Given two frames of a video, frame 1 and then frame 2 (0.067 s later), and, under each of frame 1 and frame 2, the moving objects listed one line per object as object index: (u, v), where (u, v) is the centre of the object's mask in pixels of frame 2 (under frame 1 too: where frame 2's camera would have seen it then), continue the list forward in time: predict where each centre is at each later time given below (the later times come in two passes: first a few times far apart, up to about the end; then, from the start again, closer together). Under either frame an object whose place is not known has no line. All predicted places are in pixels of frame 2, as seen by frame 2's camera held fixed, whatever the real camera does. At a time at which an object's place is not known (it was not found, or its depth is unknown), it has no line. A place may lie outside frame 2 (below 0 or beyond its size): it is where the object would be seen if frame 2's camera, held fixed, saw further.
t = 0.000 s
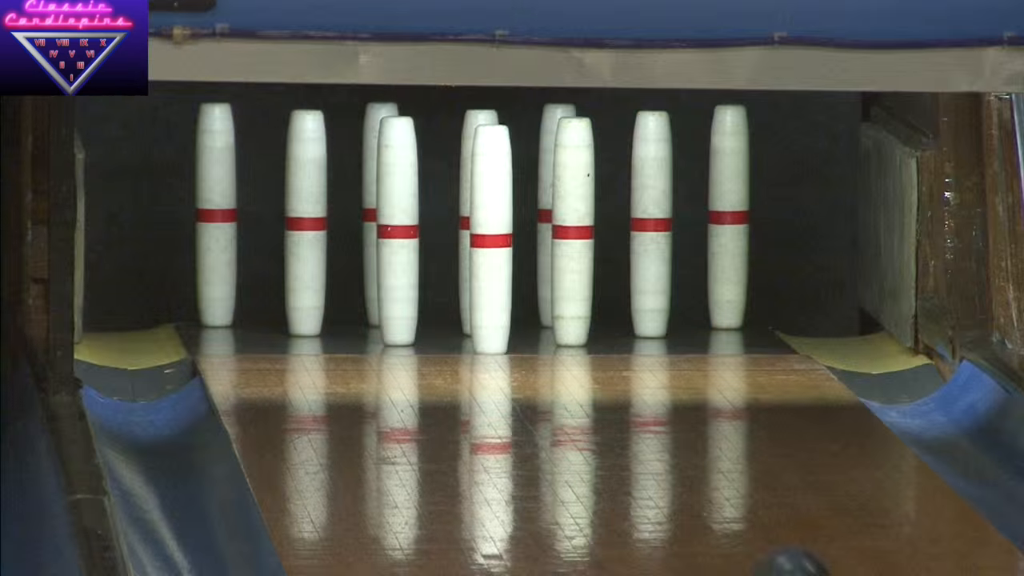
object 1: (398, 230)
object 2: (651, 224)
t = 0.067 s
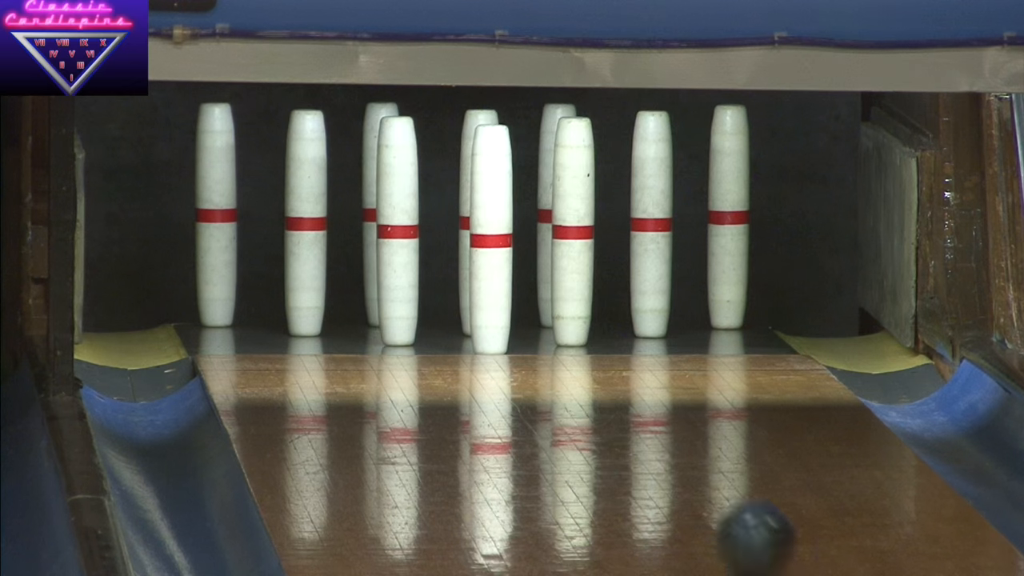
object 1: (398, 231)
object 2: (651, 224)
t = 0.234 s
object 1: (397, 231)
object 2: (651, 224)
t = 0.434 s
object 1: (398, 231)
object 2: (651, 223)
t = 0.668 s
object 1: (397, 231)
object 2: (706, 239)
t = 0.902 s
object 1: (397, 231)
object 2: (748, 306)
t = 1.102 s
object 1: (398, 231)
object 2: (726, 312)
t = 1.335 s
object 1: (403, 231)
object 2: (716, 312)
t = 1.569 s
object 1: (401, 230)
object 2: (709, 313)
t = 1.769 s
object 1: (387, 234)
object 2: (703, 312)
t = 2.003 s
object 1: (352, 277)
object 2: (696, 311)
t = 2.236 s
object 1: (371, 320)
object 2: (693, 310)
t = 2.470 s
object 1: (381, 326)
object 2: (692, 310)
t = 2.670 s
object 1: (387, 329)
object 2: (692, 310)
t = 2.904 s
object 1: (394, 332)
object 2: (692, 310)
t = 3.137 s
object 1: (402, 333)
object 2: (693, 310)
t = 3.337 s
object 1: (412, 334)
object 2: (694, 311)
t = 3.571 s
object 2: (695, 311)
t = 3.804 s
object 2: (695, 311)
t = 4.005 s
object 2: (696, 311)
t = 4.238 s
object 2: (697, 311)
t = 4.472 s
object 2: (698, 312)
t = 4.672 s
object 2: (698, 311)
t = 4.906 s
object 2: (698, 312)
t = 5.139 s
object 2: (697, 311)
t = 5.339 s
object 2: (696, 311)
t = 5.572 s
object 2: (696, 311)
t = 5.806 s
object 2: (697, 312)
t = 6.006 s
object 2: (697, 312)
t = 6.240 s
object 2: (697, 312)
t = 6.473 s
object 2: (697, 312)
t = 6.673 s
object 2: (697, 311)
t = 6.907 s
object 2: (697, 312)
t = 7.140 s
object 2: (697, 312)
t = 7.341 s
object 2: (697, 312)
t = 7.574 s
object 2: (697, 311)
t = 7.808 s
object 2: (697, 312)
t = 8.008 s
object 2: (697, 312)
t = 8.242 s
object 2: (697, 312)
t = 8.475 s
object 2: (697, 312)
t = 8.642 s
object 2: (697, 312)
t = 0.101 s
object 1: (398, 231)
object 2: (651, 224)
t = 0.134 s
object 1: (398, 231)
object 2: (651, 224)
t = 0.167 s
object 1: (398, 231)
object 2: (651, 224)
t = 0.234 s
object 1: (397, 231)
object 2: (651, 224)
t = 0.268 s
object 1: (398, 231)
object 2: (651, 224)
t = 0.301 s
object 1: (397, 231)
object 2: (651, 224)
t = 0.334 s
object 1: (398, 231)
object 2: (651, 224)
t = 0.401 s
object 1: (398, 231)
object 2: (651, 223)
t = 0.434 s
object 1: (398, 231)
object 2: (651, 223)
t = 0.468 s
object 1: (398, 231)
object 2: (651, 224)
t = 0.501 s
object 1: (397, 231)
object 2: (651, 224)
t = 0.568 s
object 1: (397, 231)
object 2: (655, 230)
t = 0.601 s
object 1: (397, 230)
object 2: (674, 226)
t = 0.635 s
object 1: (398, 231)
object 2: (693, 229)
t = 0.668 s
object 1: (397, 231)
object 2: (706, 239)
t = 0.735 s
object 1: (398, 231)
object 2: (747, 283)
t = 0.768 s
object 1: (398, 231)
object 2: (769, 287)
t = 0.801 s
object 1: (398, 231)
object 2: (775, 295)
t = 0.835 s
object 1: (398, 231)
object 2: (764, 294)
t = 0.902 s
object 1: (397, 231)
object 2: (748, 306)
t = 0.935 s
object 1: (397, 231)
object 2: (742, 314)
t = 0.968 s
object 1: (398, 231)
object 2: (741, 311)
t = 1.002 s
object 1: (398, 231)
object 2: (737, 308)
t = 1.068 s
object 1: (398, 231)
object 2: (730, 314)
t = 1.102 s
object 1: (398, 231)
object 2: (726, 312)
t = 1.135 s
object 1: (398, 231)
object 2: (725, 310)
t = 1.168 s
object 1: (398, 230)
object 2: (724, 311)
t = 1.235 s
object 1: (398, 231)
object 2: (721, 312)
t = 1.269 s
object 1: (399, 231)
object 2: (719, 311)
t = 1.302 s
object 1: (401, 230)
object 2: (718, 314)
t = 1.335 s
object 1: (403, 231)
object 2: (716, 312)
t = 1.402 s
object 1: (404, 231)
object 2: (715, 313)
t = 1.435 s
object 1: (404, 230)
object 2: (713, 313)
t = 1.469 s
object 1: (403, 231)
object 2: (712, 313)
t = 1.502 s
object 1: (403, 231)
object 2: (711, 313)
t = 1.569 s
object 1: (401, 230)
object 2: (709, 313)
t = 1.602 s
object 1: (400, 231)
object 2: (708, 313)
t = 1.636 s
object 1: (398, 231)
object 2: (707, 313)
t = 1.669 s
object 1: (396, 232)
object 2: (706, 312)
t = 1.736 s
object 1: (390, 233)
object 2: (704, 312)
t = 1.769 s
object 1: (387, 234)
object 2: (703, 312)
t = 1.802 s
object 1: (383, 234)
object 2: (702, 312)
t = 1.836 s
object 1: (378, 236)
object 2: (701, 312)
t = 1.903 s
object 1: (365, 244)
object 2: (699, 311)
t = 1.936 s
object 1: (358, 253)
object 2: (698, 311)
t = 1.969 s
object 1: (352, 267)
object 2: (696, 311)
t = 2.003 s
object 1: (352, 277)
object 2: (696, 311)
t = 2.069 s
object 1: (360, 292)
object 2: (695, 311)
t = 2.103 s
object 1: (363, 299)
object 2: (694, 311)
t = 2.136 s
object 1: (363, 310)
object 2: (694, 311)
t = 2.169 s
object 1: (369, 326)
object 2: (694, 311)
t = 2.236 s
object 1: (371, 320)
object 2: (693, 310)
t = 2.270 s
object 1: (372, 321)
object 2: (693, 310)
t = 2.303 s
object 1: (375, 326)
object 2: (692, 310)
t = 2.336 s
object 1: (373, 323)
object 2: (692, 310)
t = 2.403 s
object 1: (377, 323)
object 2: (692, 310)
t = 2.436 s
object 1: (381, 329)
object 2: (692, 310)
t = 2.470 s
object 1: (381, 326)
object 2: (692, 310)
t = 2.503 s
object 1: (382, 326)
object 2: (692, 310)
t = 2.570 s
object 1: (383, 327)
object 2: (692, 310)
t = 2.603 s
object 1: (384, 327)
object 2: (691, 310)
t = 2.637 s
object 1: (386, 330)
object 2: (691, 310)
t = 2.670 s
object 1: (387, 329)
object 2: (692, 310)
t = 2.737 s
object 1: (389, 329)
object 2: (692, 310)
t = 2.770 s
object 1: (390, 330)
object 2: (692, 310)
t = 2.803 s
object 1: (391, 331)
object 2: (692, 310)
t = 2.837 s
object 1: (392, 331)
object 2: (692, 310)
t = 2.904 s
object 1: (394, 332)
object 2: (692, 310)
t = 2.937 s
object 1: (395, 332)
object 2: (692, 310)
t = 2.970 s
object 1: (395, 332)
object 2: (693, 310)
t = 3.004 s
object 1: (397, 333)
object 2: (693, 310)
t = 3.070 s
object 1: (399, 333)
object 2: (693, 310)
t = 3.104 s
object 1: (400, 333)
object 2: (693, 310)
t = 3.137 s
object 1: (402, 333)
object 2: (693, 310)
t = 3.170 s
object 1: (403, 334)
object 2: (693, 311)
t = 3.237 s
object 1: (406, 334)
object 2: (693, 311)
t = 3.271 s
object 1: (408, 334)
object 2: (693, 311)
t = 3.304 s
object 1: (410, 334)
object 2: (694, 311)
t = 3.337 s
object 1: (412, 334)
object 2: (694, 311)
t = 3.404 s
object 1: (415, 334)
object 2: (694, 311)
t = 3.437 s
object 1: (416, 334)
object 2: (694, 311)
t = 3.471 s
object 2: (694, 311)
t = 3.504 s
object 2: (694, 311)
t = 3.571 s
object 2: (695, 311)
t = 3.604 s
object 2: (695, 311)
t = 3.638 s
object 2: (695, 311)
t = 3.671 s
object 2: (695, 311)
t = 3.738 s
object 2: (695, 311)
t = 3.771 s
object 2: (695, 311)
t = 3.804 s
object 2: (695, 311)
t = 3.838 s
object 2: (696, 311)
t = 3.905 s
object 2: (696, 311)
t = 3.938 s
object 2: (696, 311)
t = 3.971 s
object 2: (696, 311)
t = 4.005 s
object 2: (696, 311)
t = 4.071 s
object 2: (696, 311)
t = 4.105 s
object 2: (696, 311)
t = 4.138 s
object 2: (696, 311)
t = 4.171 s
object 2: (697, 311)
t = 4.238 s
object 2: (697, 311)
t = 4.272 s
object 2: (697, 311)
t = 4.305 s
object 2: (697, 311)
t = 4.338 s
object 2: (697, 311)
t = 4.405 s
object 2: (698, 311)
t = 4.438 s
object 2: (698, 312)
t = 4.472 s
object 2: (698, 312)
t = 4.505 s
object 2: (698, 312)
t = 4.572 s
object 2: (698, 312)
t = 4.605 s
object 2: (698, 311)
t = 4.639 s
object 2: (698, 311)
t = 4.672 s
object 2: (698, 311)
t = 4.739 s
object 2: (698, 311)
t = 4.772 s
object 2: (698, 312)
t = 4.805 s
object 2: (698, 312)
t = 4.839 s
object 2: (698, 312)
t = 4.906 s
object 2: (698, 312)
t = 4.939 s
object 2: (698, 312)
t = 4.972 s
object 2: (698, 312)
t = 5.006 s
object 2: (697, 312)
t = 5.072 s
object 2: (697, 311)
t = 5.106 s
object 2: (697, 312)
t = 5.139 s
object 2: (697, 311)
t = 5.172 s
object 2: (697, 311)
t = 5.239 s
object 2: (697, 311)
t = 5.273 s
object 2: (696, 311)
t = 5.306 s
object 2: (696, 311)
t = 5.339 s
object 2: (696, 311)
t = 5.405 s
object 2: (696, 311)
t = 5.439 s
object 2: (696, 311)
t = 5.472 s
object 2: (696, 311)
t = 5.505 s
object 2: (696, 311)
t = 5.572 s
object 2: (696, 311)
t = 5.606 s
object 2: (696, 311)
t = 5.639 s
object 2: (696, 311)
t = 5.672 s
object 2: (696, 311)
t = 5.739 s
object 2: (697, 312)
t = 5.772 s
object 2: (697, 312)
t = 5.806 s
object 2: (697, 312)
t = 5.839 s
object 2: (697, 312)
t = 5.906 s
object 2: (697, 312)
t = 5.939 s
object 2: (697, 312)
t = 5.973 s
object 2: (697, 312)
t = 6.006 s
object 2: (697, 312)
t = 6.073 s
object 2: (697, 312)
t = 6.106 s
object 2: (697, 312)
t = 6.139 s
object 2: (697, 312)
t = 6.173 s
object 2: (697, 312)
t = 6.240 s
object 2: (697, 312)
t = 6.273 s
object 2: (697, 312)
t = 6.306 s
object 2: (697, 312)
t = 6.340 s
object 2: (697, 312)
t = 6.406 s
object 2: (697, 312)
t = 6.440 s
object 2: (697, 312)
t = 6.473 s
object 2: (697, 312)
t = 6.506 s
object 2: (697, 311)
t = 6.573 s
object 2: (697, 311)
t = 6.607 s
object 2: (697, 311)
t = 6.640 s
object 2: (697, 311)
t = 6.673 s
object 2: (697, 311)
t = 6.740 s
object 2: (697, 312)
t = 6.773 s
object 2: (697, 312)
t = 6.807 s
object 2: (698, 312)
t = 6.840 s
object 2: (697, 312)
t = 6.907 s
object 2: (697, 312)
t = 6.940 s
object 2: (697, 312)
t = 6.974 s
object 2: (697, 312)
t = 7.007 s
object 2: (697, 312)
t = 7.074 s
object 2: (697, 312)
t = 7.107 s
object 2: (697, 312)
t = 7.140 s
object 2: (697, 312)
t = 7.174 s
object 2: (697, 312)
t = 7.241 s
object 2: (698, 312)
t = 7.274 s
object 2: (698, 312)
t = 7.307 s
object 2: (698, 312)
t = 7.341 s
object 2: (697, 312)
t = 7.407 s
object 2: (697, 312)
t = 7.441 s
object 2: (697, 312)
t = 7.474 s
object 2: (697, 312)
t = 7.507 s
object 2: (697, 312)
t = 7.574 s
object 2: (697, 311)
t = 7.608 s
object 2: (697, 311)
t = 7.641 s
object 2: (697, 312)
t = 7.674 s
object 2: (697, 312)
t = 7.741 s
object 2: (697, 312)
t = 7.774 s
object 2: (697, 312)
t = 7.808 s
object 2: (697, 312)
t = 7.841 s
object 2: (697, 312)
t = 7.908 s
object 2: (697, 312)
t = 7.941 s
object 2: (697, 311)
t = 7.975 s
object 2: (697, 312)
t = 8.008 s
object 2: (697, 312)
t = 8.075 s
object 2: (697, 312)
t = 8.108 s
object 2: (697, 312)
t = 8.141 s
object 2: (697, 312)
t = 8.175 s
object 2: (697, 312)
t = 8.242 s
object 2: (697, 312)
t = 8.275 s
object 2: (697, 312)
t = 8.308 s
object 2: (697, 312)
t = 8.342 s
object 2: (698, 312)
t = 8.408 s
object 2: (697, 312)
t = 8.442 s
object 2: (697, 312)
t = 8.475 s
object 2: (697, 312)
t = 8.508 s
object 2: (697, 312)
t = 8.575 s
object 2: (697, 312)
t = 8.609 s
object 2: (697, 312)
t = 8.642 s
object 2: (697, 312)
